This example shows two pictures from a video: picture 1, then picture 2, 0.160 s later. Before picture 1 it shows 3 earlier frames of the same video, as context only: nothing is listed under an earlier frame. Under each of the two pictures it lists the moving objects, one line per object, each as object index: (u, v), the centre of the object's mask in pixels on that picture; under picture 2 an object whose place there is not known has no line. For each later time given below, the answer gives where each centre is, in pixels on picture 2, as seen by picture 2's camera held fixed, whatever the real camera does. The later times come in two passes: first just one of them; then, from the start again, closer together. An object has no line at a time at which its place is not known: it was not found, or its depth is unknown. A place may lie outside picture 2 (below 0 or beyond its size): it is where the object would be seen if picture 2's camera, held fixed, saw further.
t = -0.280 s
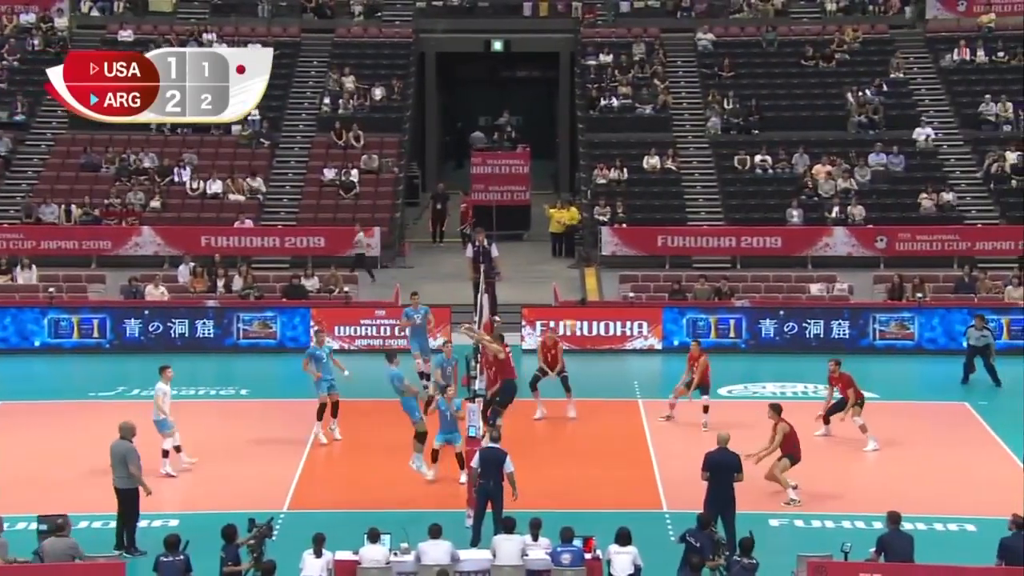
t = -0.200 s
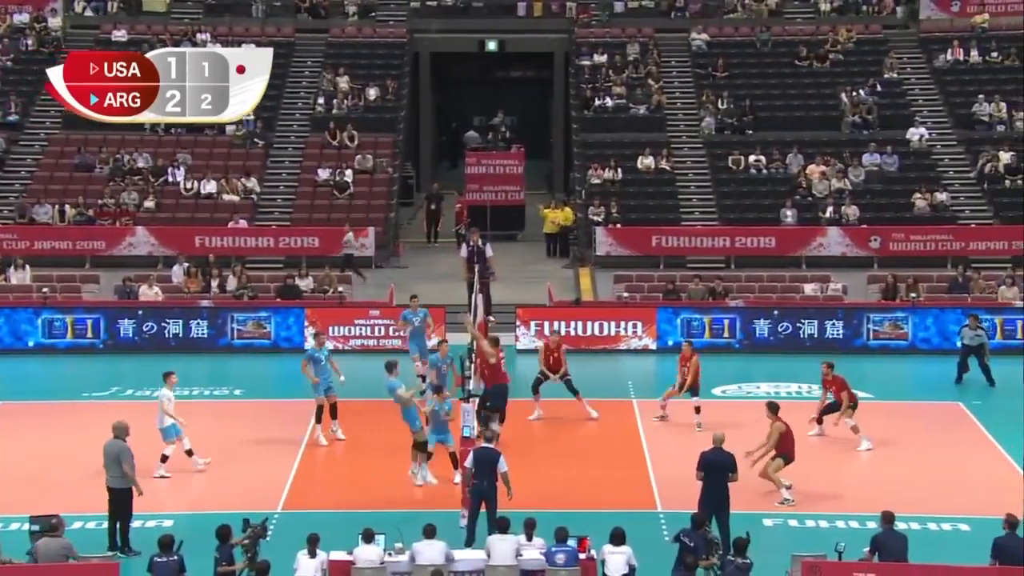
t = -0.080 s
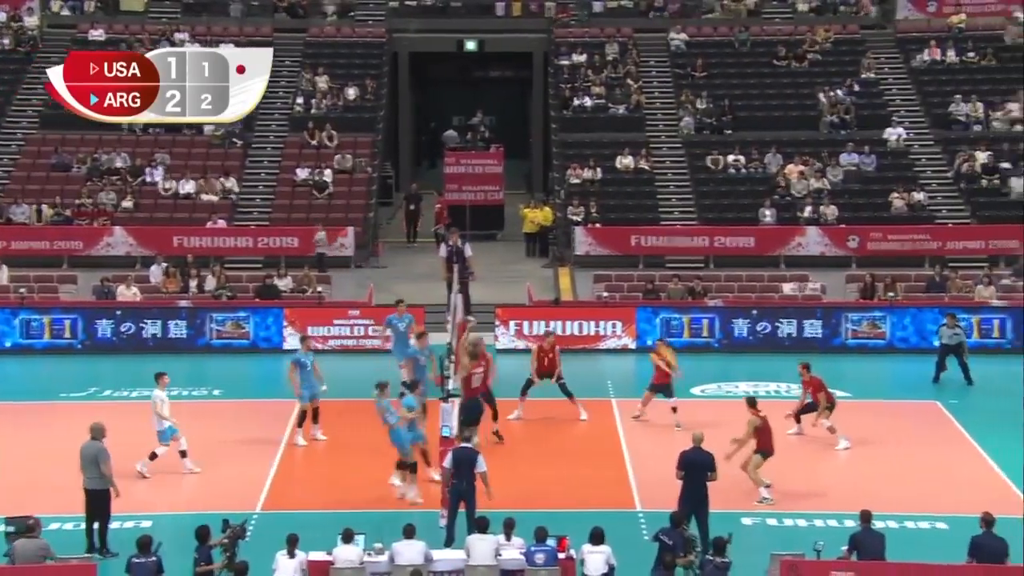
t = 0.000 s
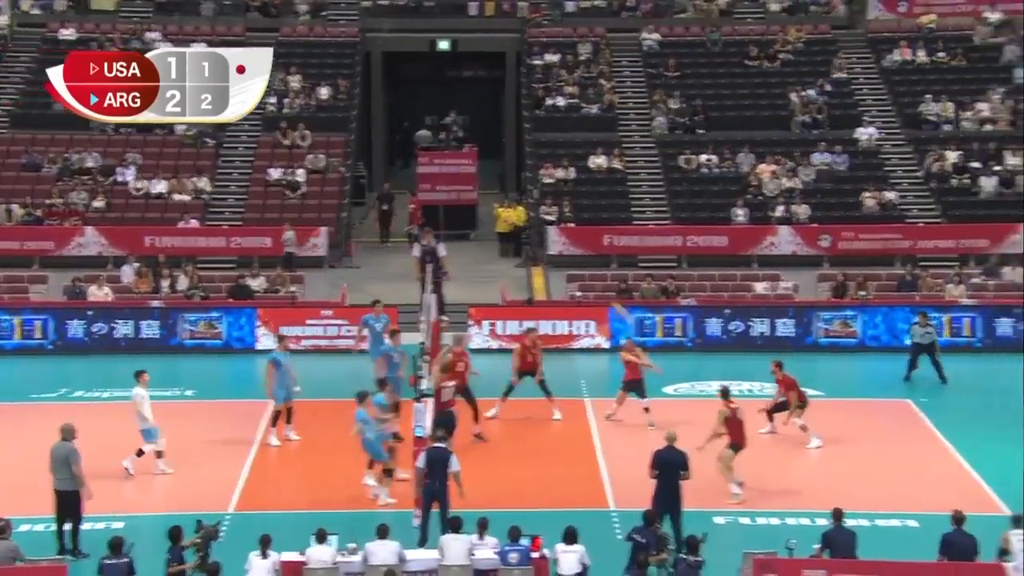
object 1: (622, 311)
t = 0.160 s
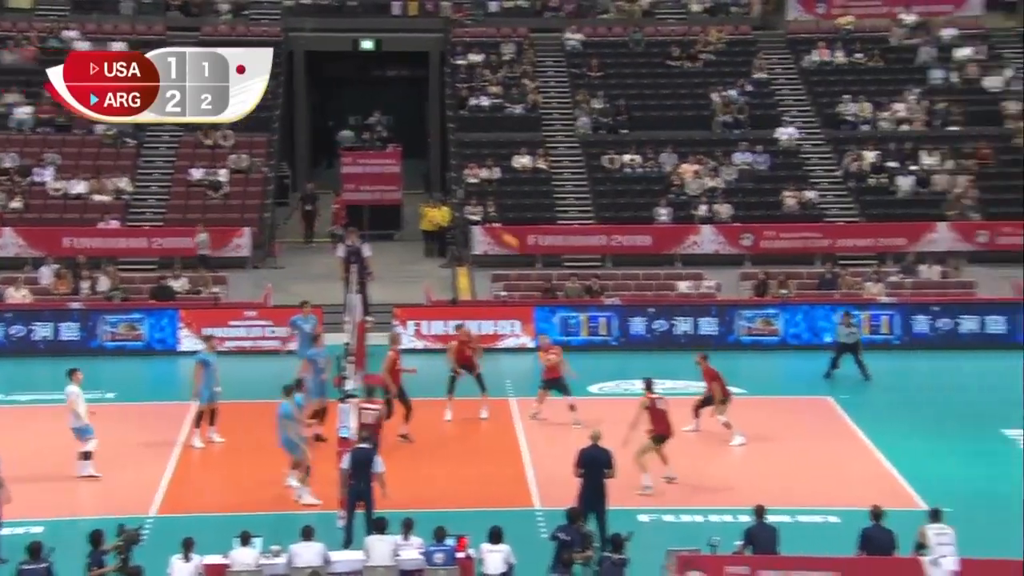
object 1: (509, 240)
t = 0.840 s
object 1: (358, 85)
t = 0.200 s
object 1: (497, 221)
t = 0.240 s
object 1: (490, 209)
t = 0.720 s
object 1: (382, 94)
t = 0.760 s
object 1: (374, 90)
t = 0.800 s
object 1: (366, 86)
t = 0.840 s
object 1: (358, 85)
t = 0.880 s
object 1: (350, 83)
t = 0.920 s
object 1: (344, 83)
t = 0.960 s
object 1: (336, 83)
